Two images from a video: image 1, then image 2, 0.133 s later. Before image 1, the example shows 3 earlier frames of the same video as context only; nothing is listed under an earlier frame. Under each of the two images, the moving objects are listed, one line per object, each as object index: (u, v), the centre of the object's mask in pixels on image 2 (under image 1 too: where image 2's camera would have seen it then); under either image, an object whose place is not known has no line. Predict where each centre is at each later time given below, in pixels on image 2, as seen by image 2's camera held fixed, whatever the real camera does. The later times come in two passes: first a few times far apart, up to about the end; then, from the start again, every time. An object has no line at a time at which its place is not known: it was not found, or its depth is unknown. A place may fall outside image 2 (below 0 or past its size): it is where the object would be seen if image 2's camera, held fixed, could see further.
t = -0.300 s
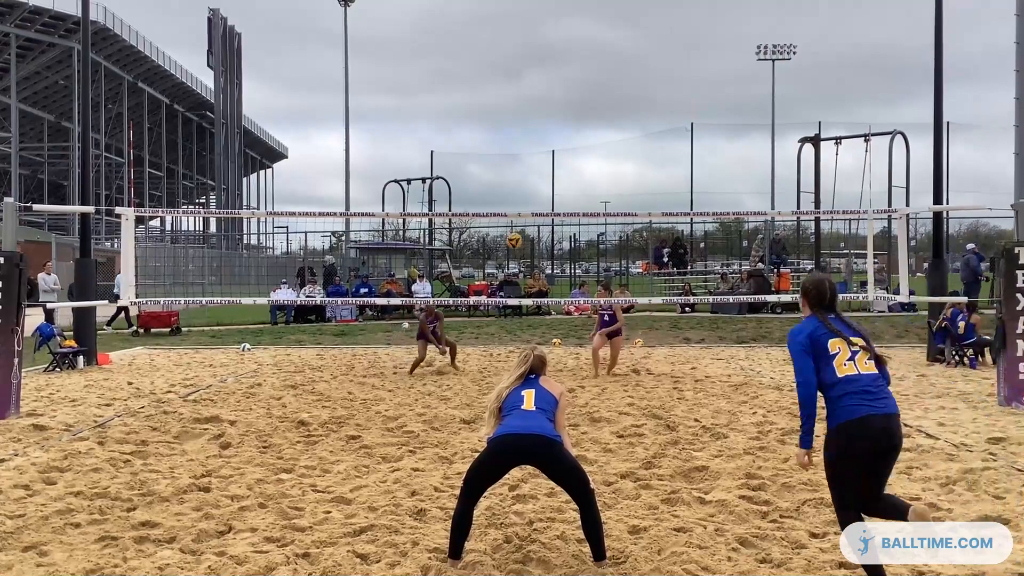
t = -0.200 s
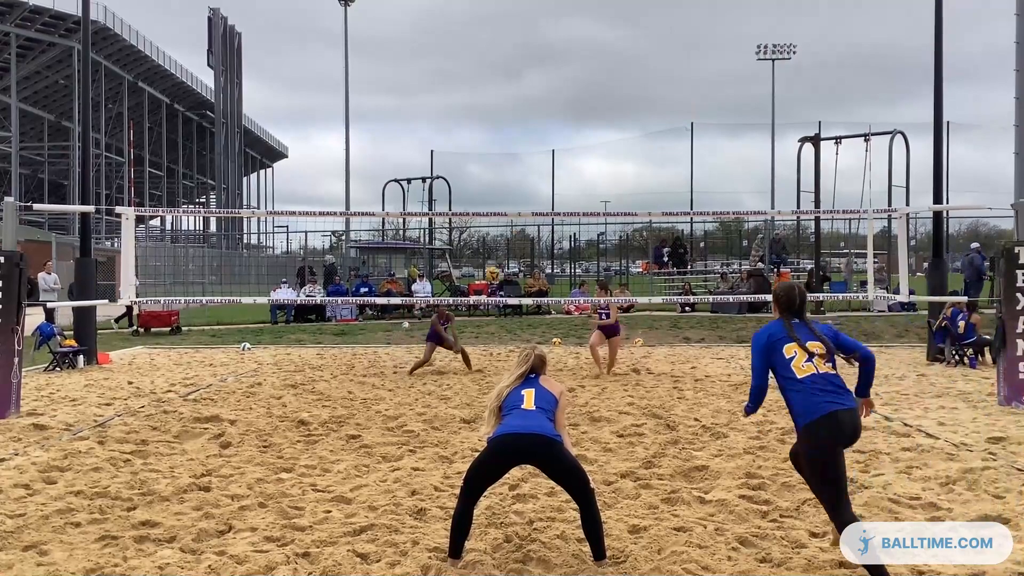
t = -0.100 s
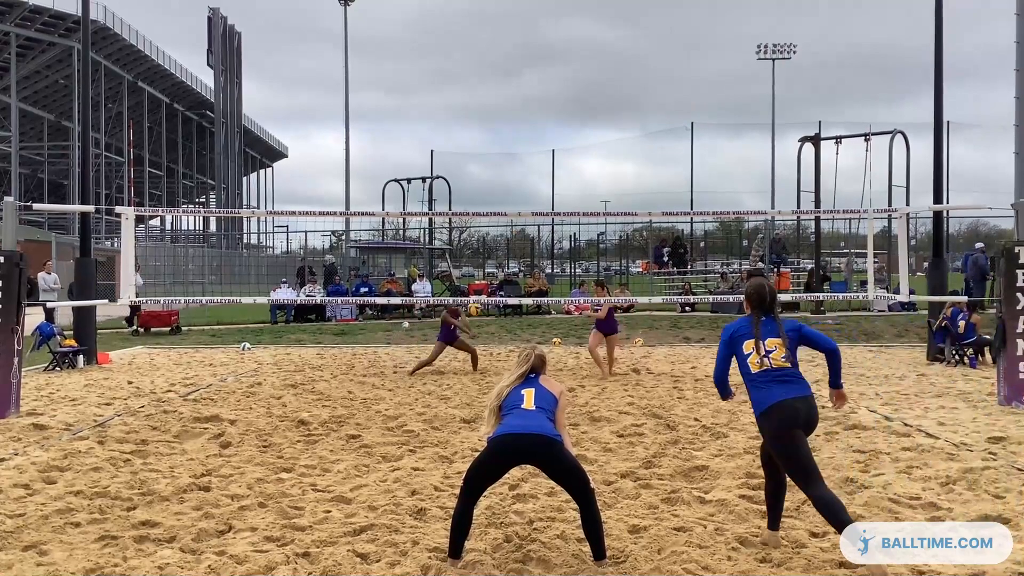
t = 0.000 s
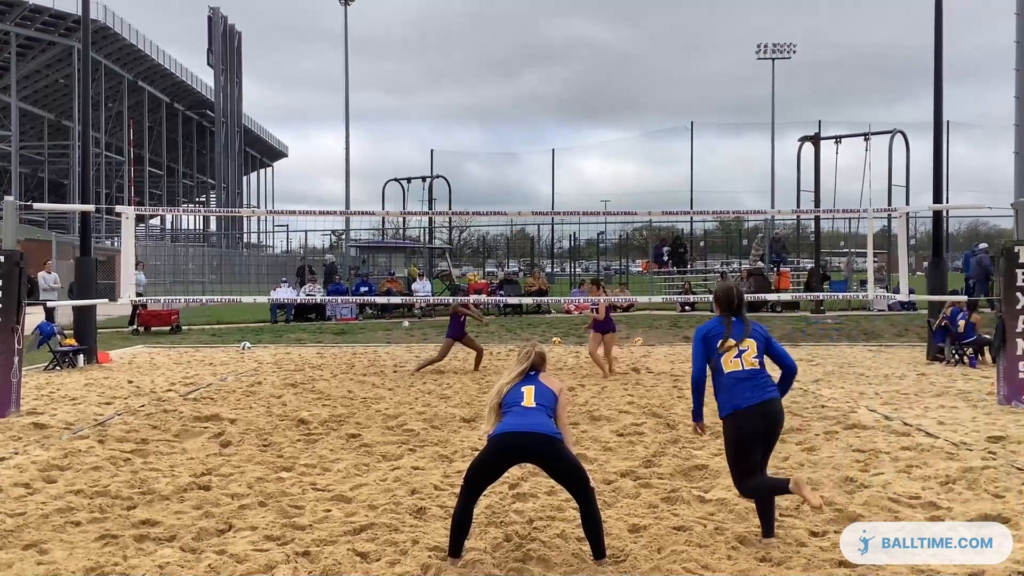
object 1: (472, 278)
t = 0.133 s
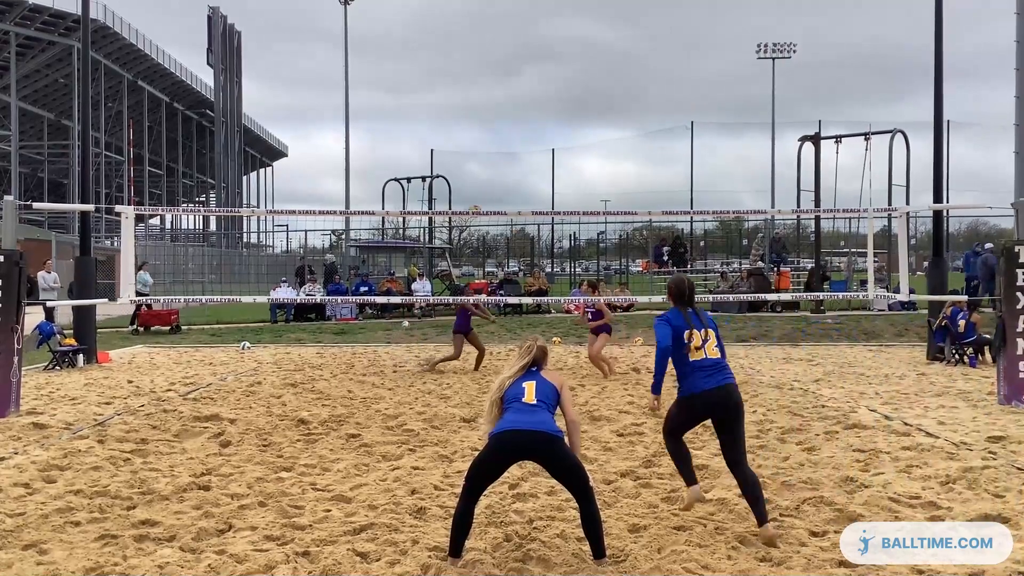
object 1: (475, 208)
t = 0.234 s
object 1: (475, 167)
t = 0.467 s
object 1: (475, 86)
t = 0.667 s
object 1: (473, 41)
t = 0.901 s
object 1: (468, 20)
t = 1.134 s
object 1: (462, 33)
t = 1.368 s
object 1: (453, 81)
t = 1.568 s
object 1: (444, 151)
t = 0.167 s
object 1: (475, 196)
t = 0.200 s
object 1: (475, 181)
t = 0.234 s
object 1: (475, 167)
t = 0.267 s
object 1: (475, 153)
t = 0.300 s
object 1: (475, 140)
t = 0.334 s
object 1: (475, 128)
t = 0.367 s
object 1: (475, 117)
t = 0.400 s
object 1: (475, 106)
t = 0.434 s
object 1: (475, 95)
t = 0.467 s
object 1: (475, 86)
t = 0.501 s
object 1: (474, 77)
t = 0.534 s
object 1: (474, 68)
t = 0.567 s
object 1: (474, 61)
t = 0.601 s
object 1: (473, 53)
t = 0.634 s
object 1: (473, 47)
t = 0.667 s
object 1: (473, 41)
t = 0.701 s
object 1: (472, 36)
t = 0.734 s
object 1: (472, 32)
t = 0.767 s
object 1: (471, 28)
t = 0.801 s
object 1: (470, 25)
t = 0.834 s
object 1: (469, 23)
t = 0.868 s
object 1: (469, 21)
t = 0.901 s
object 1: (468, 20)
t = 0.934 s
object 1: (467, 19)
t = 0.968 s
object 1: (467, 20)
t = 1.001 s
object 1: (466, 21)
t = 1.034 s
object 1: (465, 23)
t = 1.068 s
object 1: (464, 25)
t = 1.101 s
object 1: (462, 28)
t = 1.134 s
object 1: (462, 33)
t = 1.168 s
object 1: (461, 37)
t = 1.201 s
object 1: (459, 43)
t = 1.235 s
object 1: (458, 49)
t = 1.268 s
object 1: (457, 56)
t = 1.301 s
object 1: (456, 64)
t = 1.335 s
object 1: (454, 72)
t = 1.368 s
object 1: (453, 81)
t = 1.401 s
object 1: (452, 91)
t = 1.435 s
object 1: (450, 102)
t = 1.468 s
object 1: (449, 113)
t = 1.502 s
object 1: (447, 125)
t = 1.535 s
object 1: (446, 138)
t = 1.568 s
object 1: (444, 151)
